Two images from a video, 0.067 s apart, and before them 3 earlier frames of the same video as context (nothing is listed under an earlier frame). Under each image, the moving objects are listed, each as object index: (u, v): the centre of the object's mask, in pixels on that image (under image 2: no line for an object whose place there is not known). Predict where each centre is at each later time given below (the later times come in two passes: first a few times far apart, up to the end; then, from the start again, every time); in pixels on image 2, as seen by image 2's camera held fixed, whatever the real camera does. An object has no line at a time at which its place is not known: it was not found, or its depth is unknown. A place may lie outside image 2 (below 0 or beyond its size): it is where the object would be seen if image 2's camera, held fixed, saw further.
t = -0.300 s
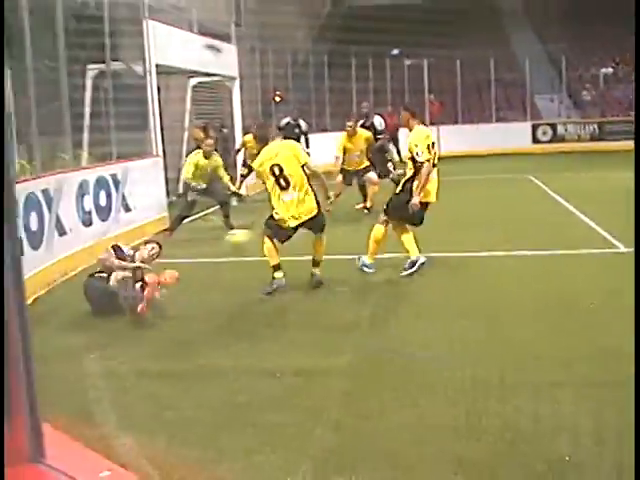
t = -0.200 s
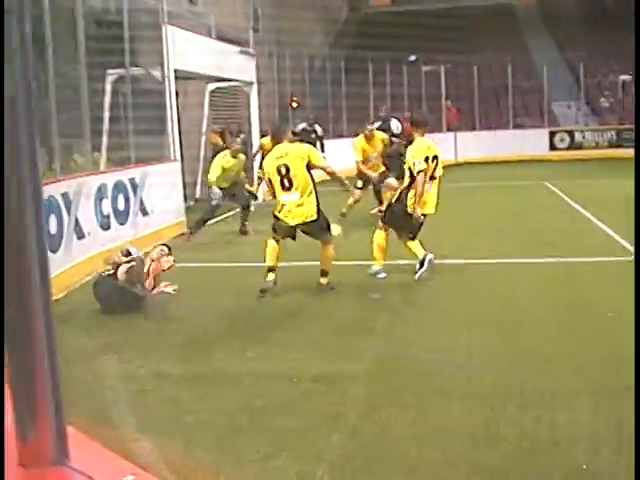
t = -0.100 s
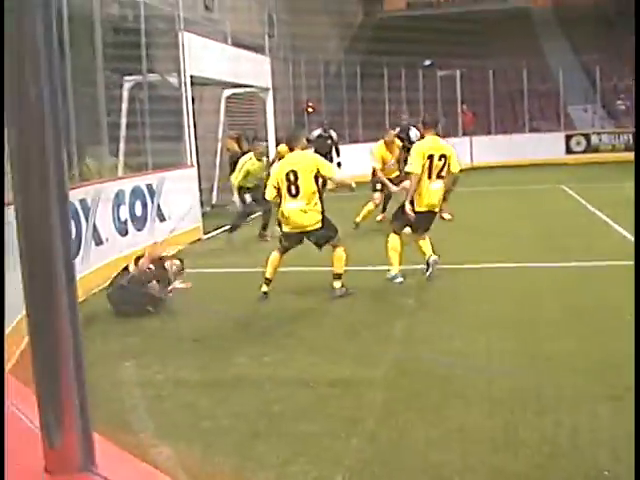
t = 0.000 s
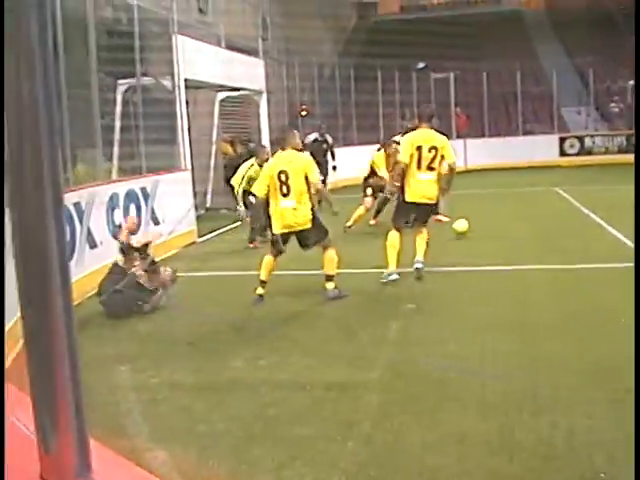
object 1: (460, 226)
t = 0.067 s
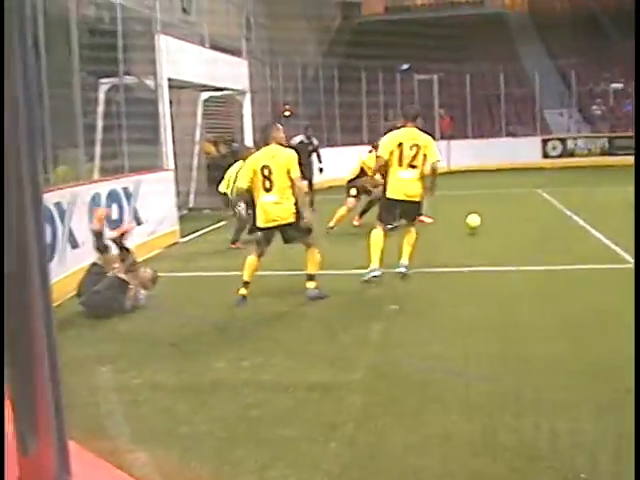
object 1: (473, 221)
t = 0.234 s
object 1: (538, 214)
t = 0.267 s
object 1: (549, 212)
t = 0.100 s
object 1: (487, 219)
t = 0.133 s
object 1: (502, 219)
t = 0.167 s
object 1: (515, 219)
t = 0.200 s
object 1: (527, 218)
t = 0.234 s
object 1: (538, 214)
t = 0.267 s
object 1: (549, 212)
